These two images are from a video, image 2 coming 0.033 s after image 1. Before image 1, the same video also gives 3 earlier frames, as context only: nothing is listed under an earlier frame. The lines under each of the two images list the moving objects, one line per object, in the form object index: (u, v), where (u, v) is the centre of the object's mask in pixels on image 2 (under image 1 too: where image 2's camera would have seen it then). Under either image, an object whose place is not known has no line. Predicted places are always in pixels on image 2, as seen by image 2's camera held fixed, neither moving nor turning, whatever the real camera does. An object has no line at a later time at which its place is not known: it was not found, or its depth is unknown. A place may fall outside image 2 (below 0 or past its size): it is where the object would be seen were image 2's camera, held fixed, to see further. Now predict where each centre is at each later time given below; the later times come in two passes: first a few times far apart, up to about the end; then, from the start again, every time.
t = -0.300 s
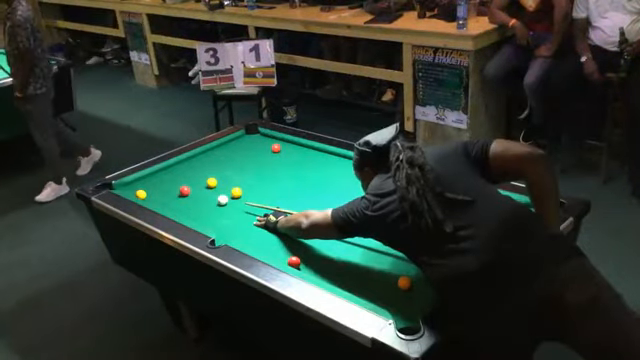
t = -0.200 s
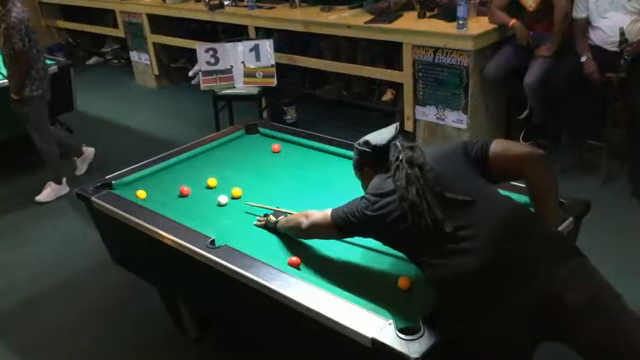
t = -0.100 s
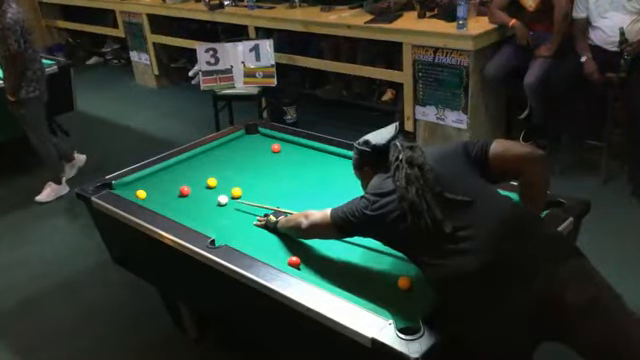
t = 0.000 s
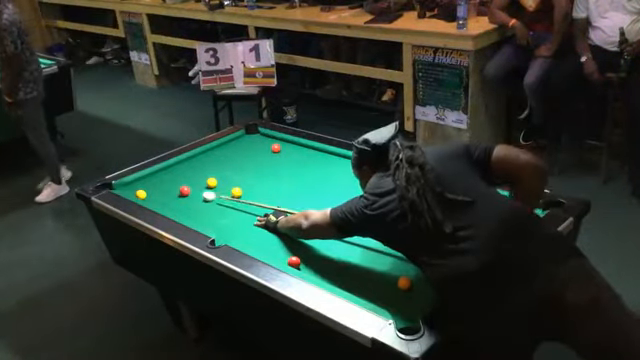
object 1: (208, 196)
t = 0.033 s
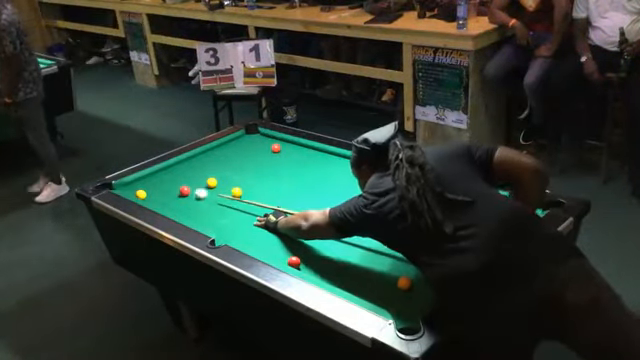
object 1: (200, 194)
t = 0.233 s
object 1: (196, 185)
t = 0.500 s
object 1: (192, 174)
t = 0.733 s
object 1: (190, 166)
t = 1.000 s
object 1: (191, 159)
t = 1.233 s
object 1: (204, 160)
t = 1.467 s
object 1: (216, 160)
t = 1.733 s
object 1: (230, 160)
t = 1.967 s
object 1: (241, 161)
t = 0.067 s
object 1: (194, 192)
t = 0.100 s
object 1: (195, 190)
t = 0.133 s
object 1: (196, 189)
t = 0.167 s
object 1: (196, 188)
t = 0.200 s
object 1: (196, 187)
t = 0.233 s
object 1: (196, 185)
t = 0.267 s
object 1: (195, 184)
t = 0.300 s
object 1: (195, 182)
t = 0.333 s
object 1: (195, 181)
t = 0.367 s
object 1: (194, 179)
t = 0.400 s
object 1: (194, 178)
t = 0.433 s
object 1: (194, 177)
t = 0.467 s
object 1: (193, 175)
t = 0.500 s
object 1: (192, 174)
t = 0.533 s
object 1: (192, 173)
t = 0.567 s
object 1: (192, 171)
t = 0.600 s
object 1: (191, 170)
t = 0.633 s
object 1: (191, 169)
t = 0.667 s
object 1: (191, 168)
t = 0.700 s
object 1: (190, 167)
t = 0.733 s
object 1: (190, 166)
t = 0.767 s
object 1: (190, 164)
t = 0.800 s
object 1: (189, 163)
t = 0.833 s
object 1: (189, 162)
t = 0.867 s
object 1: (189, 161)
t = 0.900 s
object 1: (188, 160)
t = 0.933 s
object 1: (188, 159)
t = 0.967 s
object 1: (189, 159)
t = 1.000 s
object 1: (191, 159)
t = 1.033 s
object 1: (193, 159)
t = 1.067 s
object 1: (195, 159)
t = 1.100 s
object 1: (197, 159)
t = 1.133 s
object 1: (198, 159)
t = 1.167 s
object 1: (200, 159)
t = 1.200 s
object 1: (202, 159)
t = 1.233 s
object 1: (204, 160)
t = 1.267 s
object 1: (206, 159)
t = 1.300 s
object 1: (207, 160)
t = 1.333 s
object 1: (209, 160)
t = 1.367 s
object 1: (211, 160)
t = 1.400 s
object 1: (213, 160)
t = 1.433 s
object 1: (215, 160)
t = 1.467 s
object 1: (216, 160)
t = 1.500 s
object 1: (218, 160)
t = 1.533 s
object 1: (220, 160)
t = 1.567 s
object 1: (221, 160)
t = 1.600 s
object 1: (223, 160)
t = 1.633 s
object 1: (225, 160)
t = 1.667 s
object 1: (226, 160)
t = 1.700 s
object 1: (228, 160)
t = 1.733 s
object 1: (230, 160)
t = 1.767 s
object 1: (232, 161)
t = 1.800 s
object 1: (233, 161)
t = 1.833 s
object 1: (235, 161)
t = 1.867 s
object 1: (236, 161)
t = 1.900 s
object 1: (238, 161)
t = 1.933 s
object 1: (239, 161)
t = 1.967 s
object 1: (241, 161)
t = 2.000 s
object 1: (243, 161)
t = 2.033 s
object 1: (244, 161)
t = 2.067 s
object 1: (246, 161)
